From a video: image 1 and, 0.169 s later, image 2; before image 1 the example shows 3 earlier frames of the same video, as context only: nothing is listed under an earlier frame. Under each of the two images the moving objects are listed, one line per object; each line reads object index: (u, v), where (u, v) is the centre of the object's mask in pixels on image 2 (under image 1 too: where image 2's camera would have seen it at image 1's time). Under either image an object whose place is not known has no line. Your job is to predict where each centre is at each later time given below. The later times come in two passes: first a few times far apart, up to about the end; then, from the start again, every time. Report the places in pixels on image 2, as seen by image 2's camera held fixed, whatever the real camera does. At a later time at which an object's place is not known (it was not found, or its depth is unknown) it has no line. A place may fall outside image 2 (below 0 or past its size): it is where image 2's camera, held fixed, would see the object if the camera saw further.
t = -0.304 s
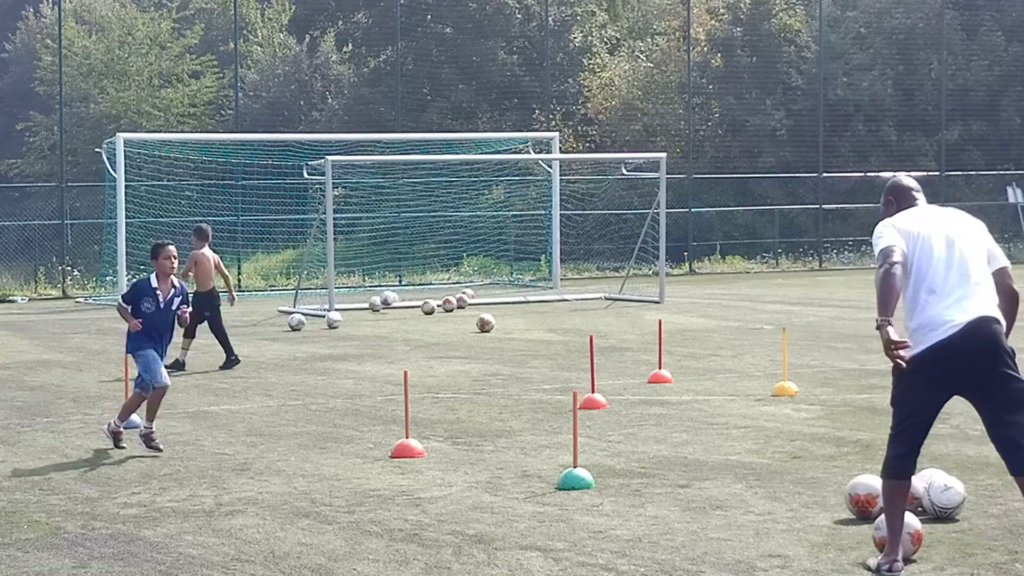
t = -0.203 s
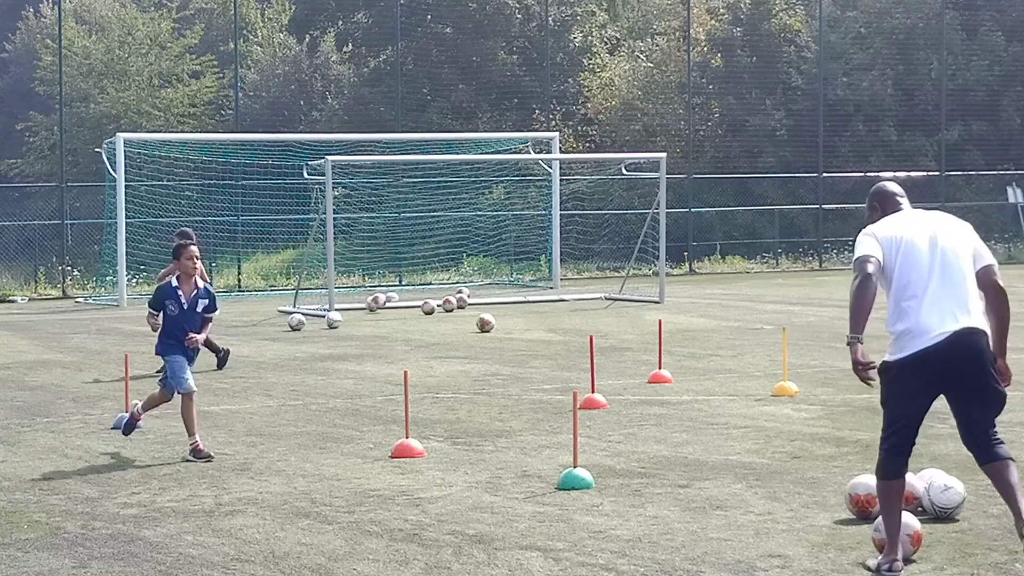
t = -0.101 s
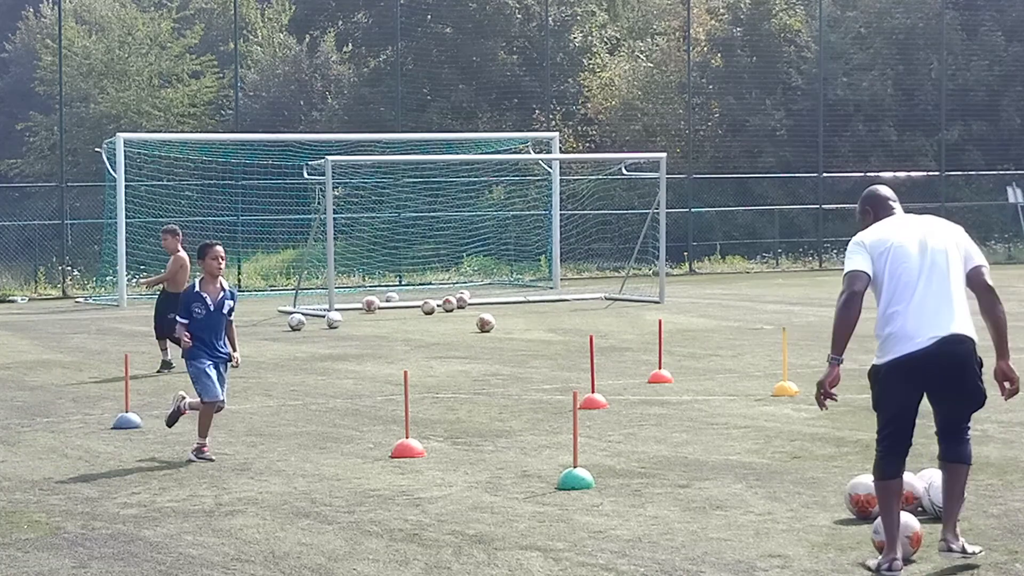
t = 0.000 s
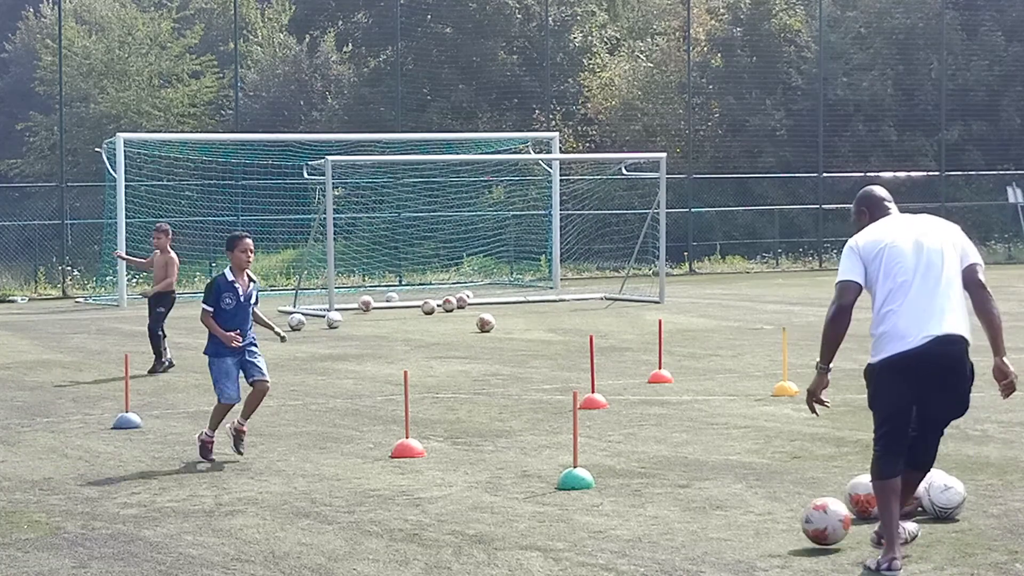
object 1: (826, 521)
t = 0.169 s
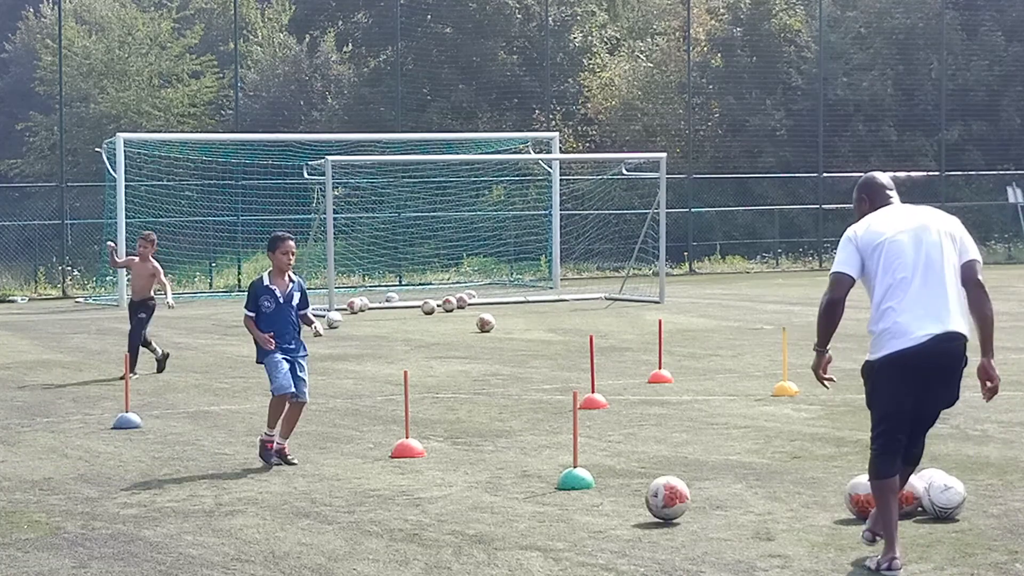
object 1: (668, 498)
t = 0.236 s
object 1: (617, 492)
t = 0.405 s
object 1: (515, 478)
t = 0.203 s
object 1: (641, 497)
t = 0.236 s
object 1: (617, 492)
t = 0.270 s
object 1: (593, 490)
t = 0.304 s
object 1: (572, 486)
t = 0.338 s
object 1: (551, 484)
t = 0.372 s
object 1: (533, 480)
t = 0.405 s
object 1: (515, 478)
